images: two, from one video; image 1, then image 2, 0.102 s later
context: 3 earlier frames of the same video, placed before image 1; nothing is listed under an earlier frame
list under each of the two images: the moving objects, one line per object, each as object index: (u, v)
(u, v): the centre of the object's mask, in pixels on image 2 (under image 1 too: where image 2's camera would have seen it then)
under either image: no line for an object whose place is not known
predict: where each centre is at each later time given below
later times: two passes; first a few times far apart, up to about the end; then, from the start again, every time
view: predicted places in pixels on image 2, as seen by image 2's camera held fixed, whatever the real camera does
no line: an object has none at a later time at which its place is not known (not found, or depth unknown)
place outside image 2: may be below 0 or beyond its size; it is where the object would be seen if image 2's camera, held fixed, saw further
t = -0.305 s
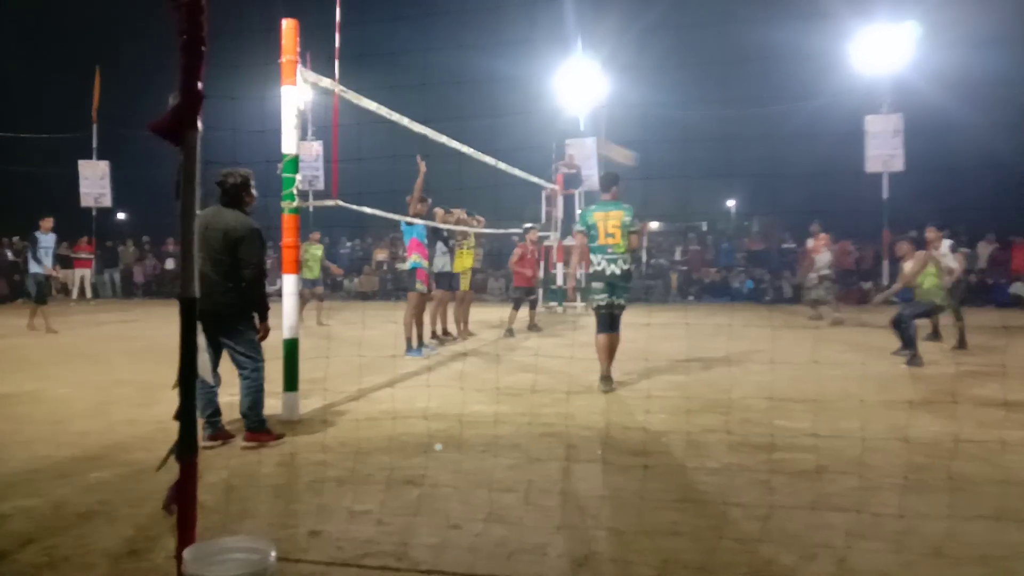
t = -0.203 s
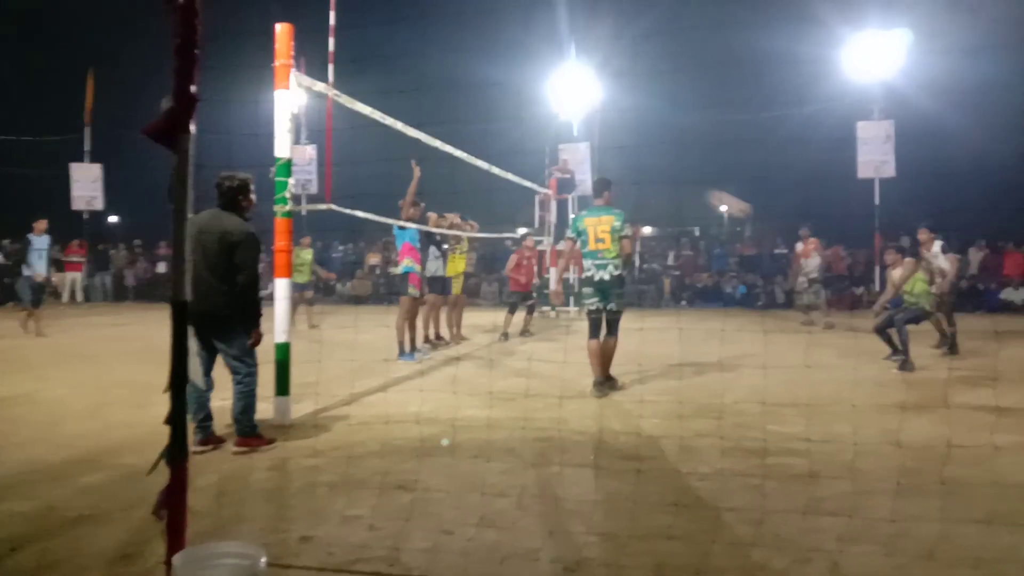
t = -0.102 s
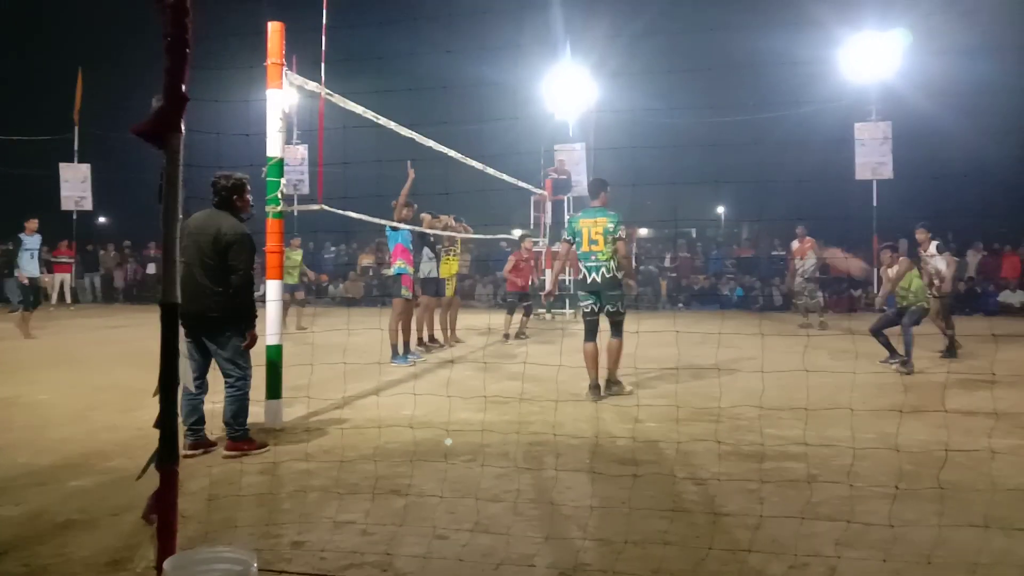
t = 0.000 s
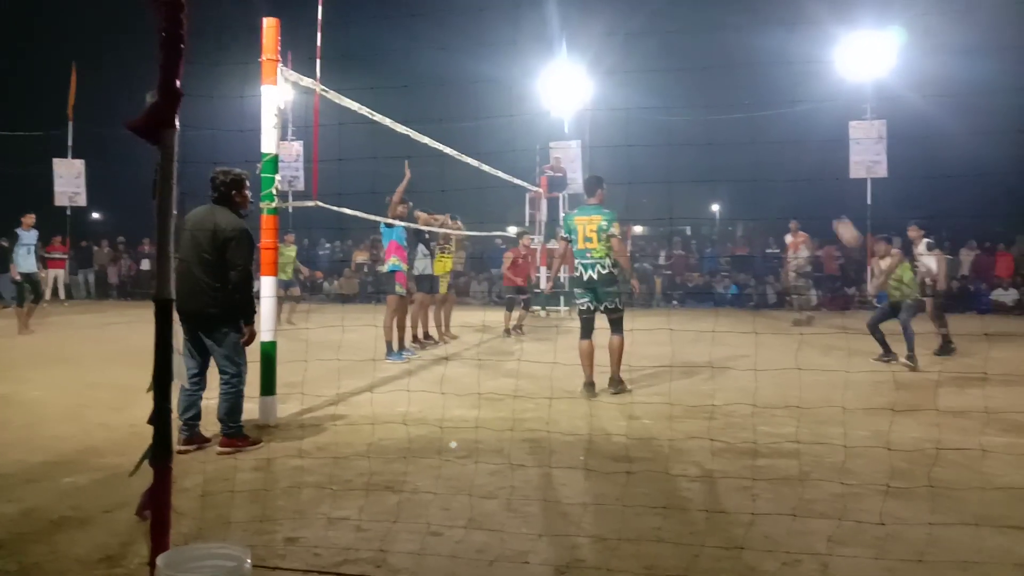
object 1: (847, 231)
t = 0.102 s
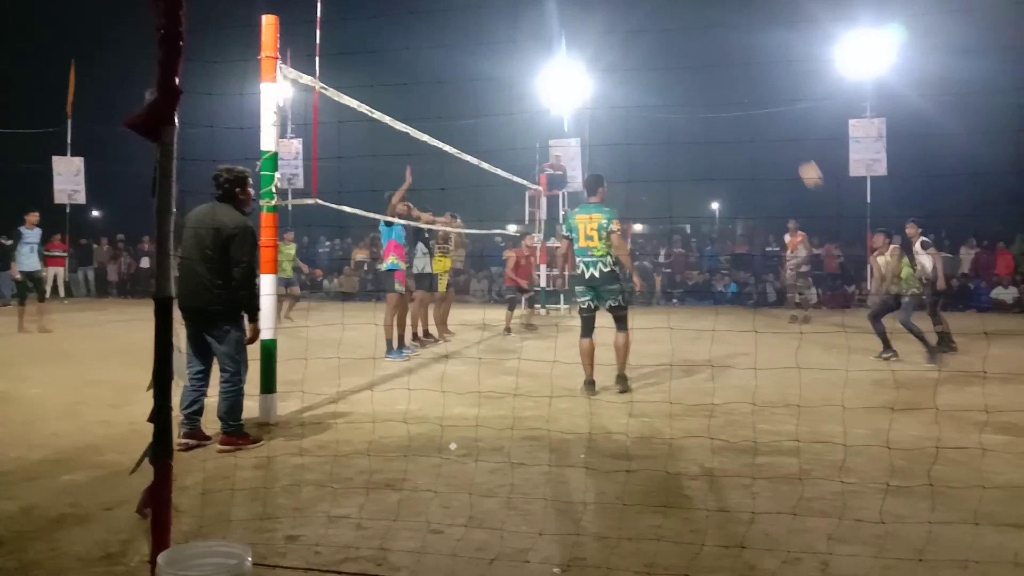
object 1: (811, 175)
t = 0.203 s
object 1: (778, 130)
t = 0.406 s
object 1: (718, 73)
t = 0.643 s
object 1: (654, 52)
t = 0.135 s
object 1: (800, 159)
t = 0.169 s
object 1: (789, 144)
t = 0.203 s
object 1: (778, 130)
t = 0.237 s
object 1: (767, 118)
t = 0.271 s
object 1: (757, 107)
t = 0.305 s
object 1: (747, 97)
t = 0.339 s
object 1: (736, 88)
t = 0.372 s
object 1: (727, 80)
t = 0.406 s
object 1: (718, 73)
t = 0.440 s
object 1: (708, 67)
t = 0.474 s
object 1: (699, 62)
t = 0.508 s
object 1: (690, 58)
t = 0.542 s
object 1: (681, 56)
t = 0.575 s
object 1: (672, 54)
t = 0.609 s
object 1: (664, 52)
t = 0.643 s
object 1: (654, 52)
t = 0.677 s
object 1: (646, 52)
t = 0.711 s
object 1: (638, 54)
